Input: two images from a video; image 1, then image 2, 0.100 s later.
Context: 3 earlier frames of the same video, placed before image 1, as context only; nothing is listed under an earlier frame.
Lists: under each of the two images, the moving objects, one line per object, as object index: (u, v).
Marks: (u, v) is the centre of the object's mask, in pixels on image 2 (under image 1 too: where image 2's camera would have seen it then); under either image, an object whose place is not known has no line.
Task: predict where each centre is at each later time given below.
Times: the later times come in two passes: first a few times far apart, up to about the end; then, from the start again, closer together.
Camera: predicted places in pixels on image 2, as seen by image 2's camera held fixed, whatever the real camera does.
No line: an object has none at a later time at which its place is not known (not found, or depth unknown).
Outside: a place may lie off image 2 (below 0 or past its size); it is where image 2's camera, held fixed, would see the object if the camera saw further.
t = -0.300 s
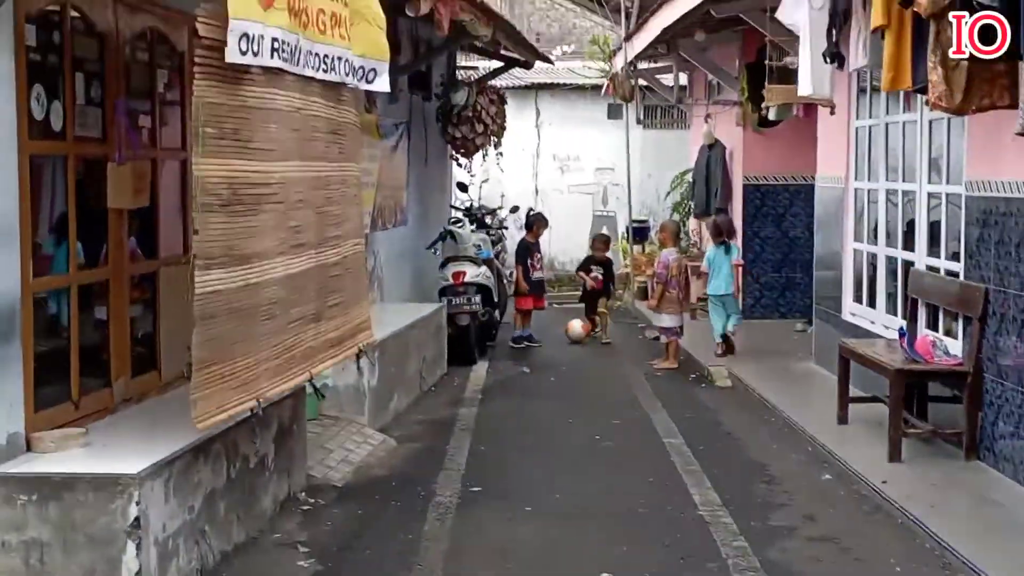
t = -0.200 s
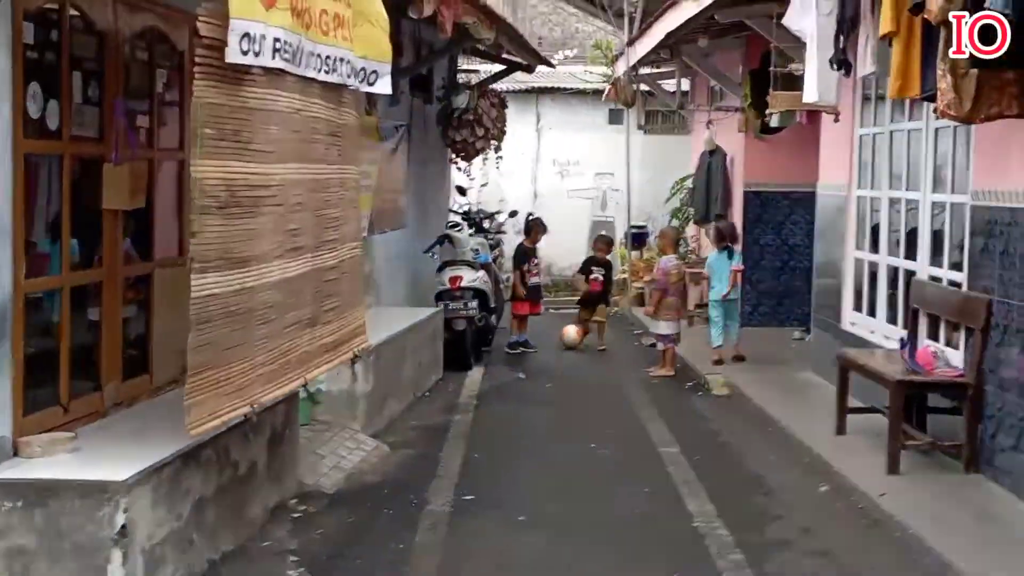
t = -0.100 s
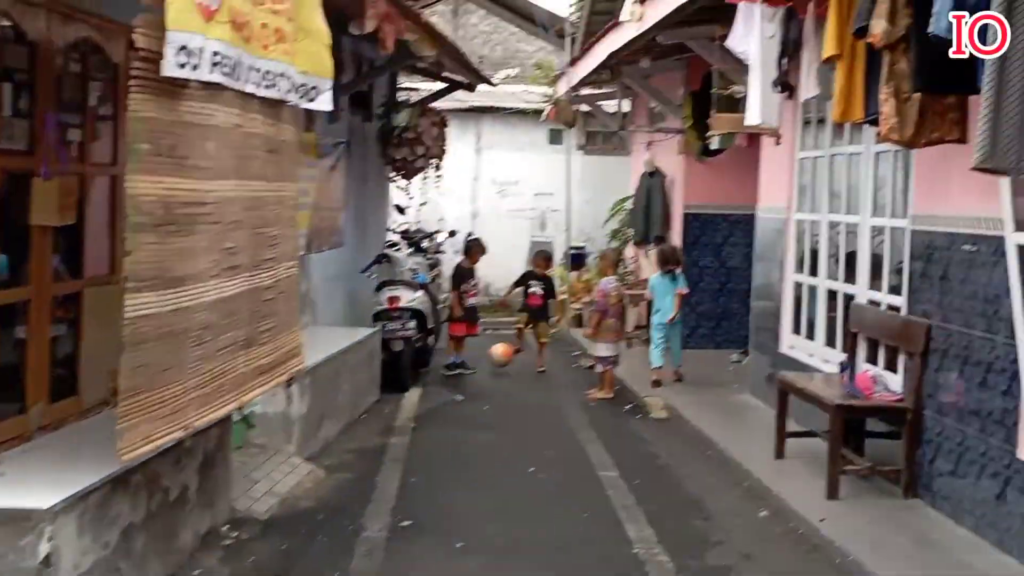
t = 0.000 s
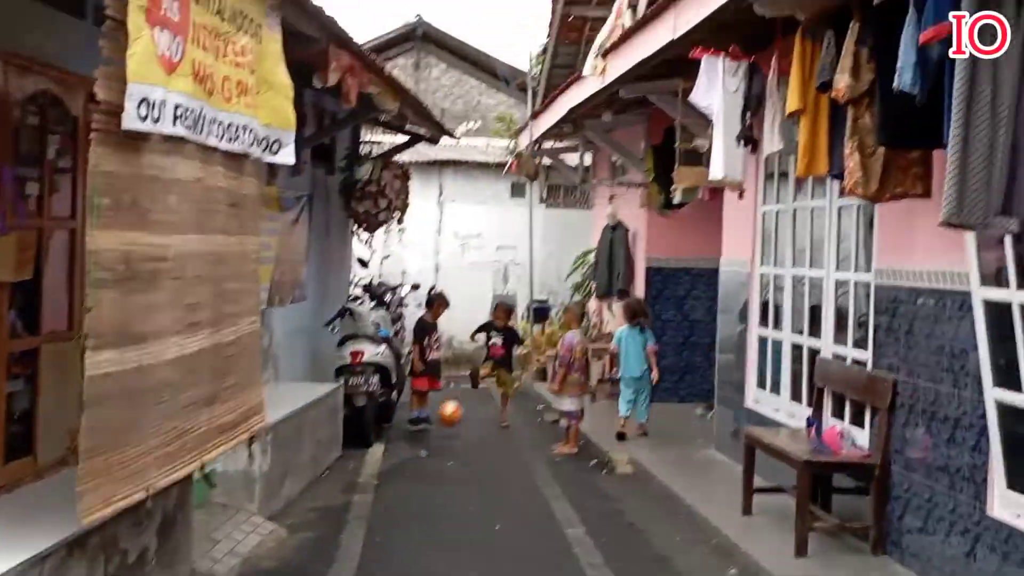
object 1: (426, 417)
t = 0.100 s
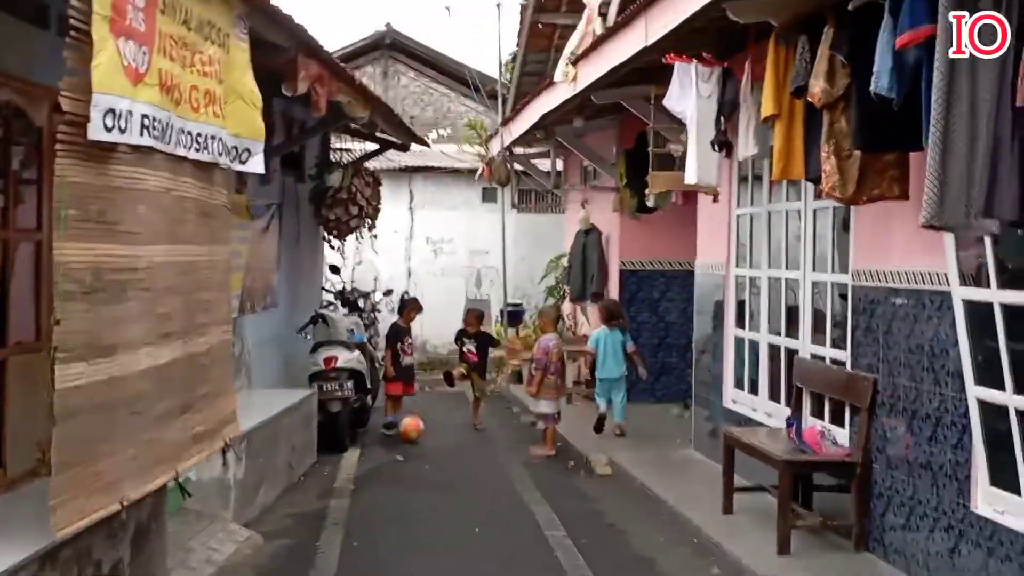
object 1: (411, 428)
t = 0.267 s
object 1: (390, 437)
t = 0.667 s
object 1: (339, 453)
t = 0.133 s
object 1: (407, 427)
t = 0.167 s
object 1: (403, 428)
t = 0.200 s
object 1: (398, 432)
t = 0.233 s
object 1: (394, 436)
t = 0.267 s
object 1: (390, 437)
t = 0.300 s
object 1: (386, 437)
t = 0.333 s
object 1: (382, 438)
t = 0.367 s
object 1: (379, 441)
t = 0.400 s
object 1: (374, 442)
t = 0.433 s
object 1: (370, 443)
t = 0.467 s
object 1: (366, 444)
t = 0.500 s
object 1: (362, 447)
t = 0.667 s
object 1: (339, 453)
